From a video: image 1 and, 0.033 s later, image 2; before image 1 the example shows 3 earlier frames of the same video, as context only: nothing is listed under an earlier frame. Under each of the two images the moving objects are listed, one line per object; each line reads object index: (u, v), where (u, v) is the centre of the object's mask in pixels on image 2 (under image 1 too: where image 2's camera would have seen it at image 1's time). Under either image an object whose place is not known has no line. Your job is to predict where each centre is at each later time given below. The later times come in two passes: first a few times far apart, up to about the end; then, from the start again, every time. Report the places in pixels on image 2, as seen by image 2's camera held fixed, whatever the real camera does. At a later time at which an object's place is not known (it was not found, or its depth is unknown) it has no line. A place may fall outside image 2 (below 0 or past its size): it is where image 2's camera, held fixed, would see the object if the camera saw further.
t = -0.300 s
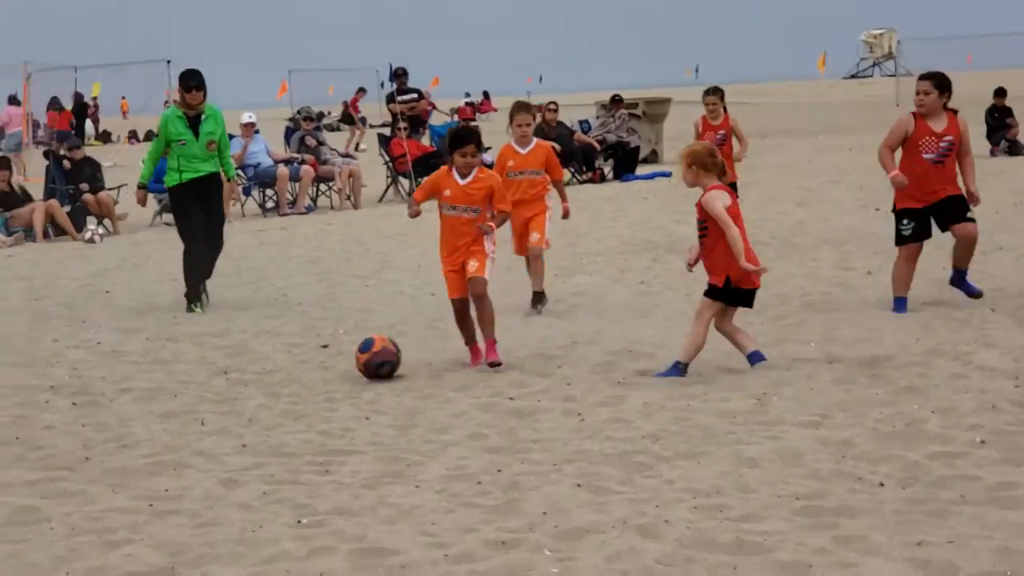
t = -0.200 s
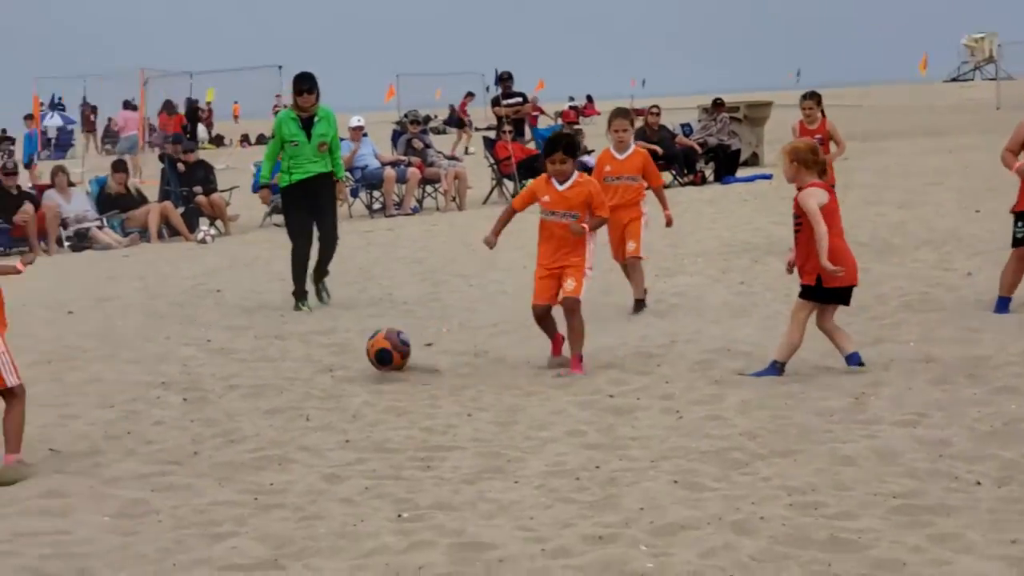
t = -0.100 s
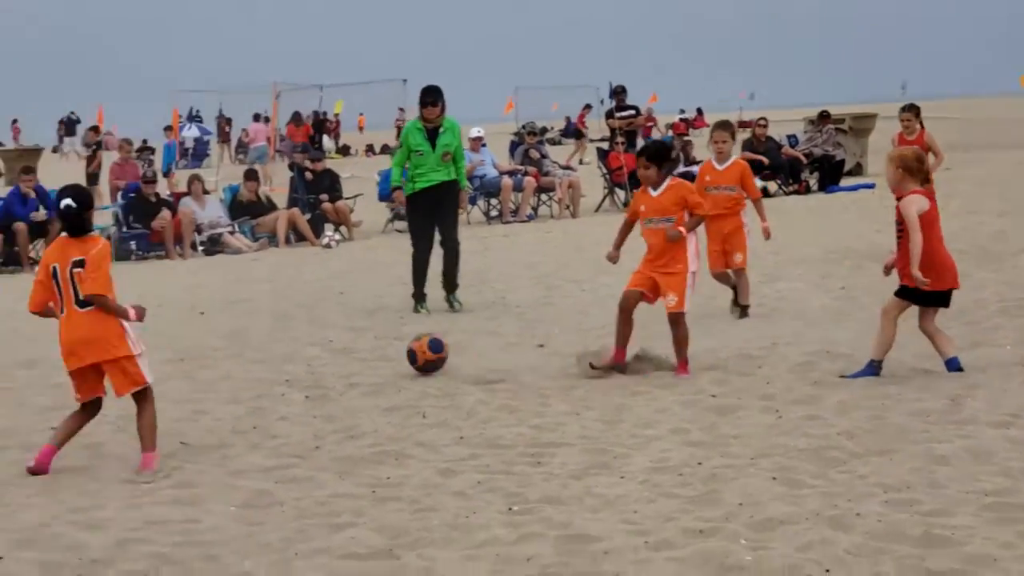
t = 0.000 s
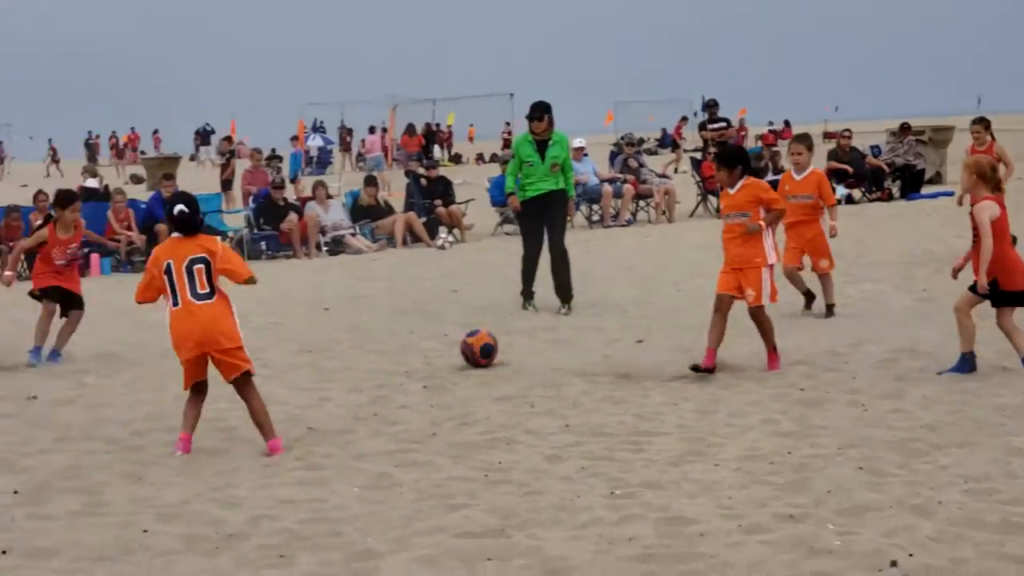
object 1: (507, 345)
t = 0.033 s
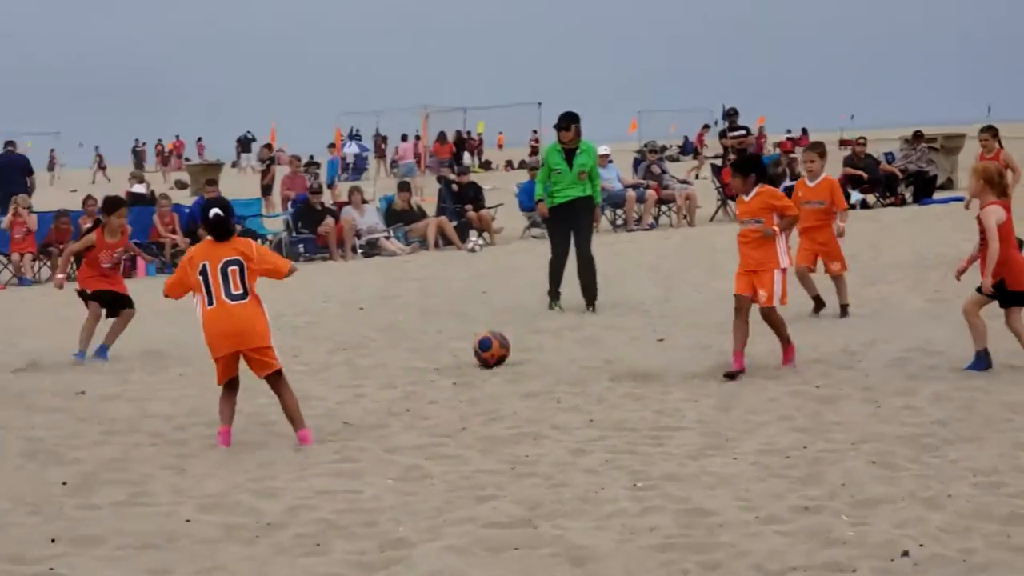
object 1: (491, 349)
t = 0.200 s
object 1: (426, 348)
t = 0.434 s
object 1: (358, 350)
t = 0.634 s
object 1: (312, 351)
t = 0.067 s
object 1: (477, 348)
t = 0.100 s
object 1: (463, 348)
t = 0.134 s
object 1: (449, 352)
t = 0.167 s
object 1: (436, 350)
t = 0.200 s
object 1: (426, 348)
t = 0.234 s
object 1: (415, 347)
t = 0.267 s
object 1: (406, 348)
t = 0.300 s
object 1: (396, 349)
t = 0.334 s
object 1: (386, 350)
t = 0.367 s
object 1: (376, 352)
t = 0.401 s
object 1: (367, 352)
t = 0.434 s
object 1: (358, 350)
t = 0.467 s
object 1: (350, 348)
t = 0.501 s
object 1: (342, 347)
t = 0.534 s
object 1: (334, 347)
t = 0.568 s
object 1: (326, 349)
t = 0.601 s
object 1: (318, 351)
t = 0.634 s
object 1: (312, 351)
